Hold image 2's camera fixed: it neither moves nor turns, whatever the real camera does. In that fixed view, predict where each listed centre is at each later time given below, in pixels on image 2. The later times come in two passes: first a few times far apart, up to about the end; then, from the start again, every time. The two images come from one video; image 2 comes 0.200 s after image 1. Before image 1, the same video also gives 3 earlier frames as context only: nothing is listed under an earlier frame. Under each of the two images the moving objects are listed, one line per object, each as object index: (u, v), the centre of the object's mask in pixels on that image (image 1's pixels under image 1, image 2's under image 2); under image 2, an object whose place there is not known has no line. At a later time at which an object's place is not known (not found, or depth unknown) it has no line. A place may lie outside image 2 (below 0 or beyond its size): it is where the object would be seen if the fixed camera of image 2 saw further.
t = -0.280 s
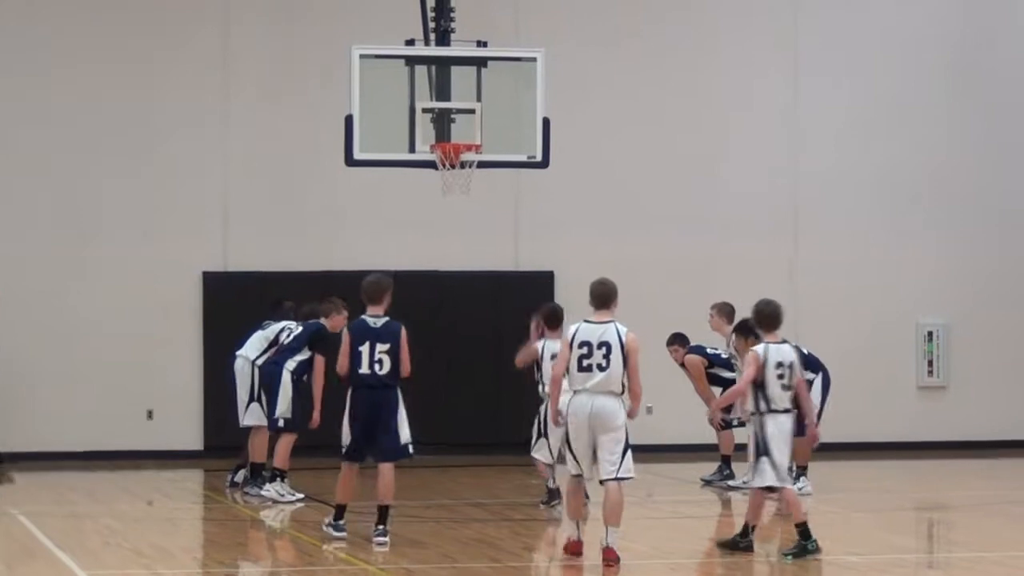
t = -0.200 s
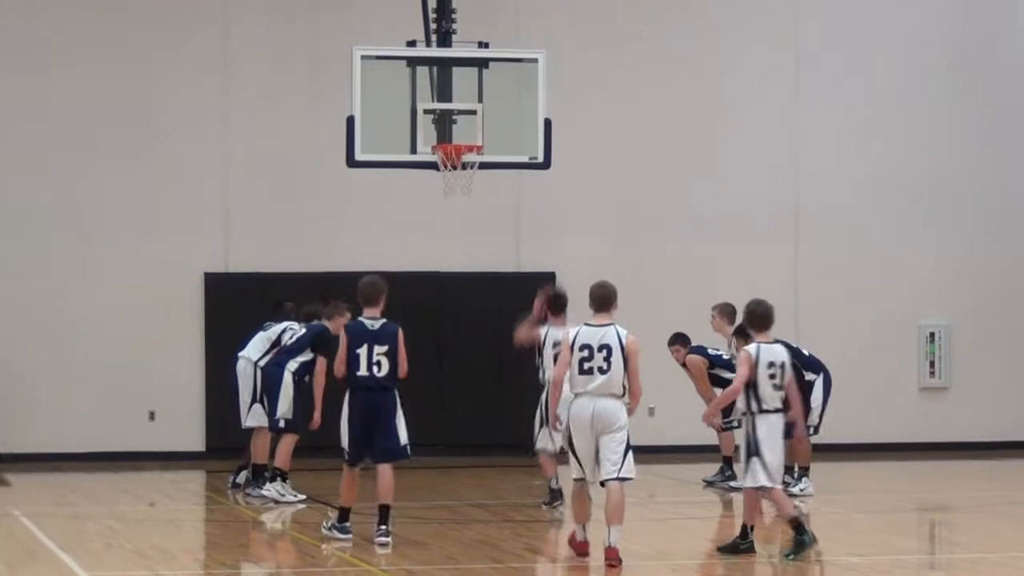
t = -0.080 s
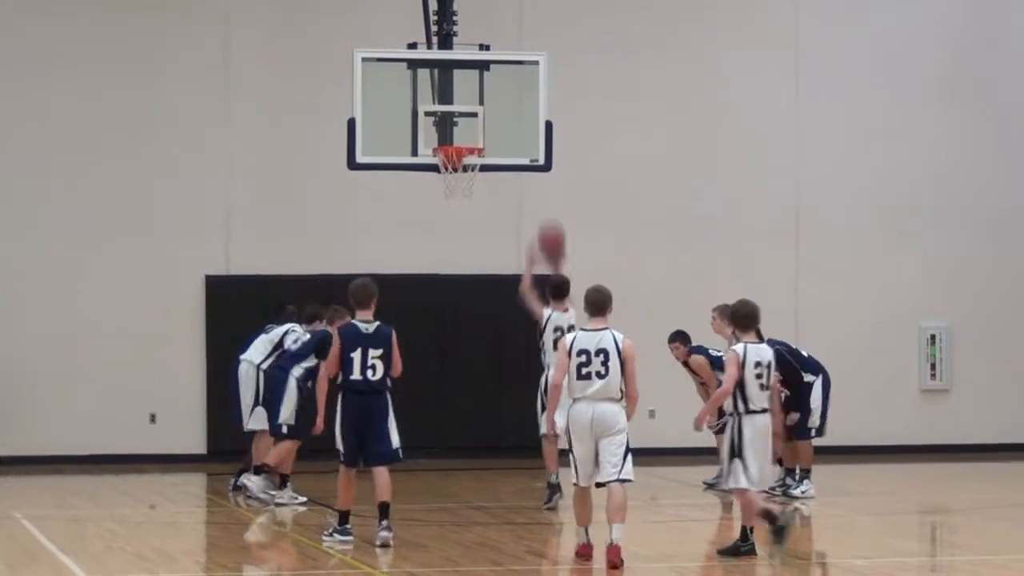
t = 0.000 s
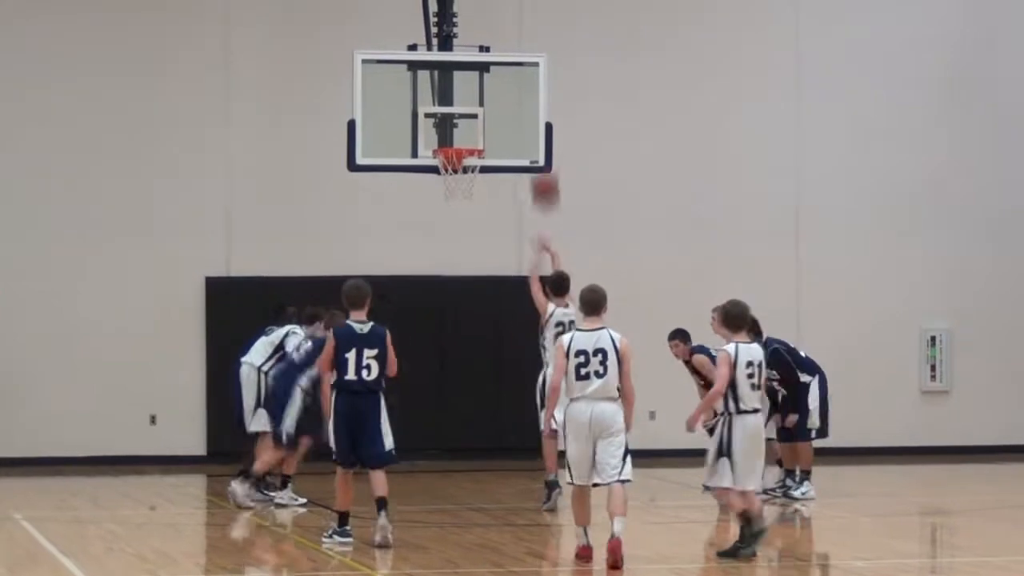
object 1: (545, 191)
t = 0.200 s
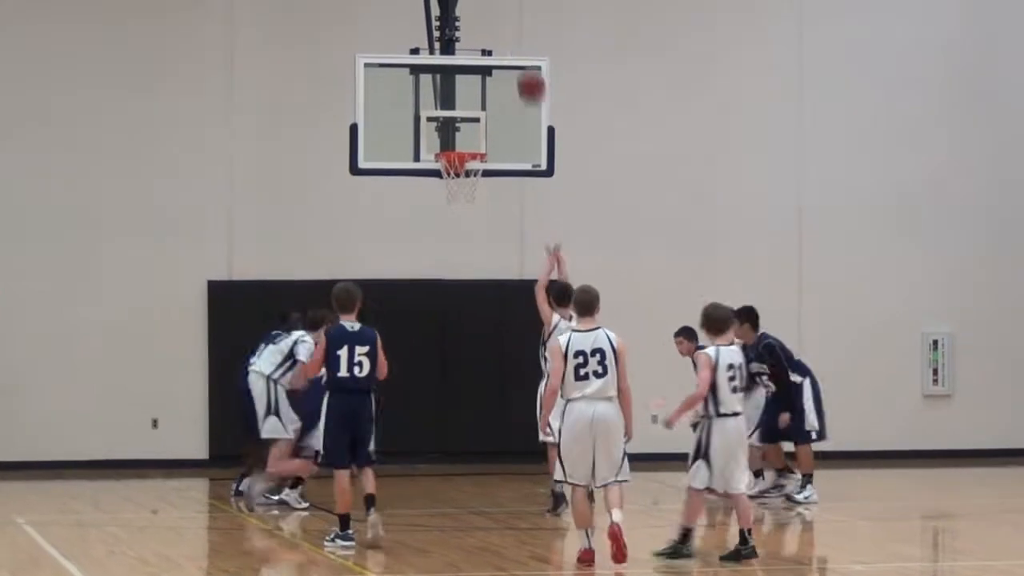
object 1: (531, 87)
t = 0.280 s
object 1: (525, 57)
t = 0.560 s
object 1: (504, 19)
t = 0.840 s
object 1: (485, 69)
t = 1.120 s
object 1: (449, 122)
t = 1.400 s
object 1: (362, 94)
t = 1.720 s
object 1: (266, 166)
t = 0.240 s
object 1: (527, 70)
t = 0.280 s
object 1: (525, 57)
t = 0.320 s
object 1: (522, 46)
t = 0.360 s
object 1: (519, 37)
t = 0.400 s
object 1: (516, 30)
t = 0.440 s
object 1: (513, 24)
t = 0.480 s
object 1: (510, 21)
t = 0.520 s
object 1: (507, 20)
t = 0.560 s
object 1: (504, 19)
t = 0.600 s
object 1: (502, 21)
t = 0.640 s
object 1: (499, 25)
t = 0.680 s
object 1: (496, 30)
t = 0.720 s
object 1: (494, 36)
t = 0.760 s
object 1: (491, 44)
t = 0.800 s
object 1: (489, 54)
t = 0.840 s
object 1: (485, 69)
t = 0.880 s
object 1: (483, 81)
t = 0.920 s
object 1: (481, 97)
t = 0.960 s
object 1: (478, 112)
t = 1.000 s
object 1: (476, 131)
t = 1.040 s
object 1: (471, 142)
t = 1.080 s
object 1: (460, 132)
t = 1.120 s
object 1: (449, 122)
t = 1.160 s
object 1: (436, 113)
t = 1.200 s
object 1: (422, 105)
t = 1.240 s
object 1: (410, 100)
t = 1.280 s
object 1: (399, 96)
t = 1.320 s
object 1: (387, 94)
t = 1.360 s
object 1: (375, 93)
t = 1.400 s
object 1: (362, 94)
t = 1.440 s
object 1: (350, 97)
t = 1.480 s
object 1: (338, 102)
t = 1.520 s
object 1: (327, 108)
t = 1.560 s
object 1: (315, 115)
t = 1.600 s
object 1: (303, 125)
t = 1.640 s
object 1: (291, 136)
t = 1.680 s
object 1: (278, 151)
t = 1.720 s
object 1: (266, 166)
